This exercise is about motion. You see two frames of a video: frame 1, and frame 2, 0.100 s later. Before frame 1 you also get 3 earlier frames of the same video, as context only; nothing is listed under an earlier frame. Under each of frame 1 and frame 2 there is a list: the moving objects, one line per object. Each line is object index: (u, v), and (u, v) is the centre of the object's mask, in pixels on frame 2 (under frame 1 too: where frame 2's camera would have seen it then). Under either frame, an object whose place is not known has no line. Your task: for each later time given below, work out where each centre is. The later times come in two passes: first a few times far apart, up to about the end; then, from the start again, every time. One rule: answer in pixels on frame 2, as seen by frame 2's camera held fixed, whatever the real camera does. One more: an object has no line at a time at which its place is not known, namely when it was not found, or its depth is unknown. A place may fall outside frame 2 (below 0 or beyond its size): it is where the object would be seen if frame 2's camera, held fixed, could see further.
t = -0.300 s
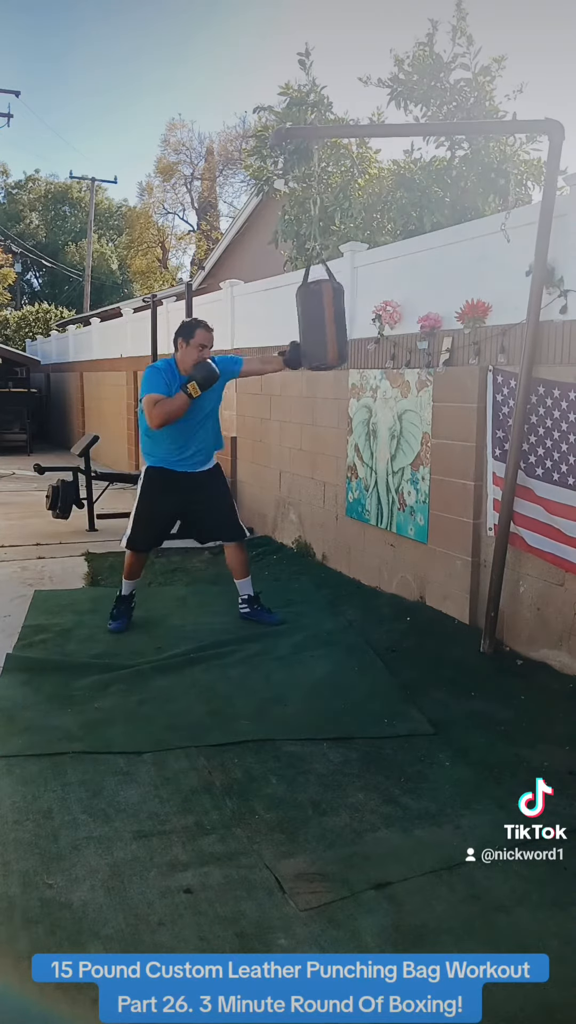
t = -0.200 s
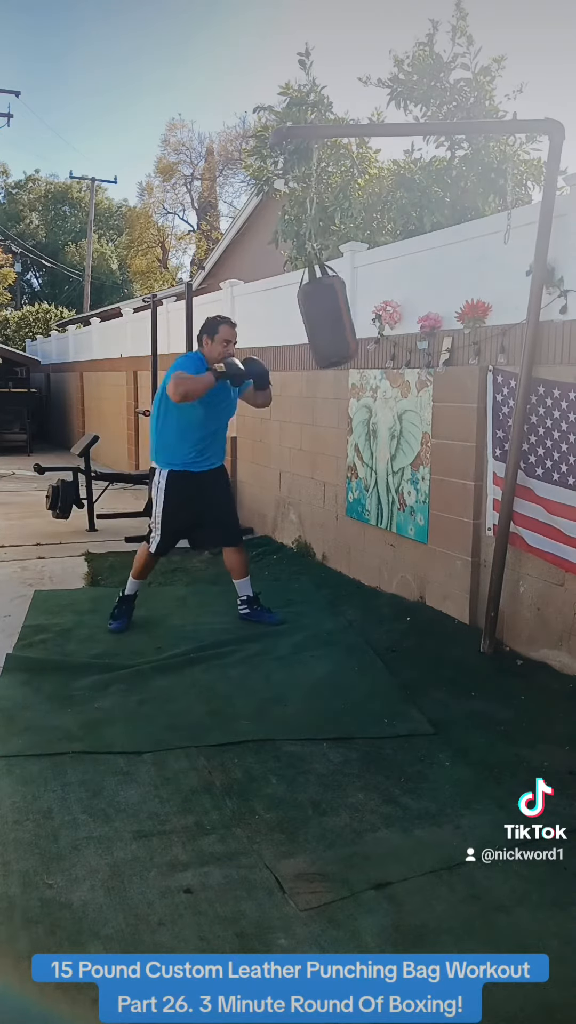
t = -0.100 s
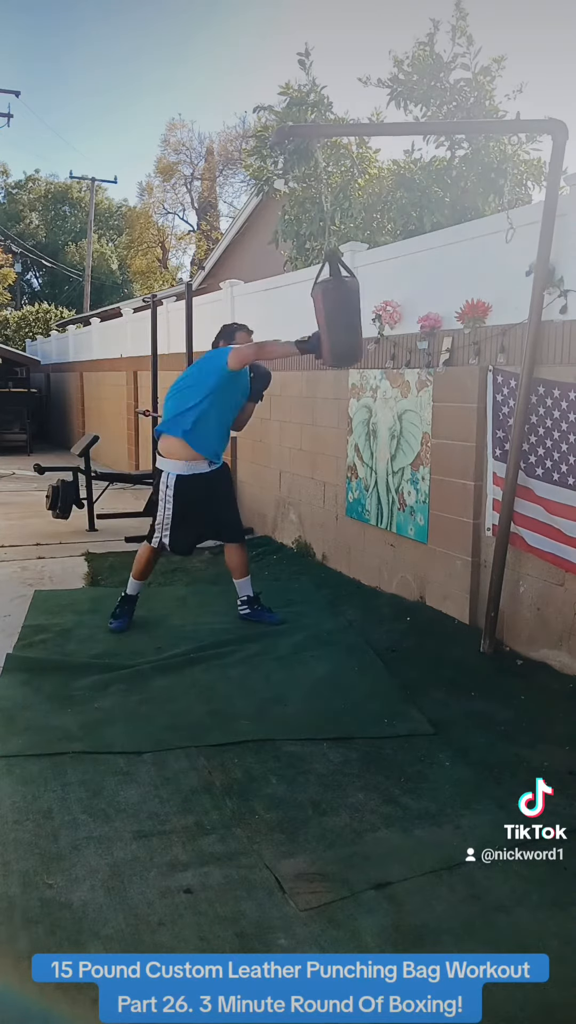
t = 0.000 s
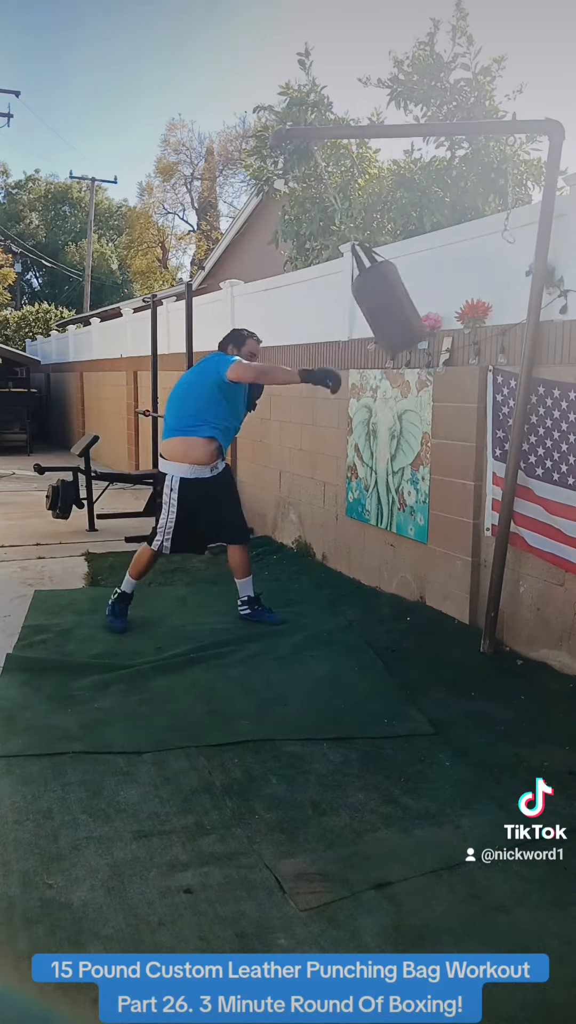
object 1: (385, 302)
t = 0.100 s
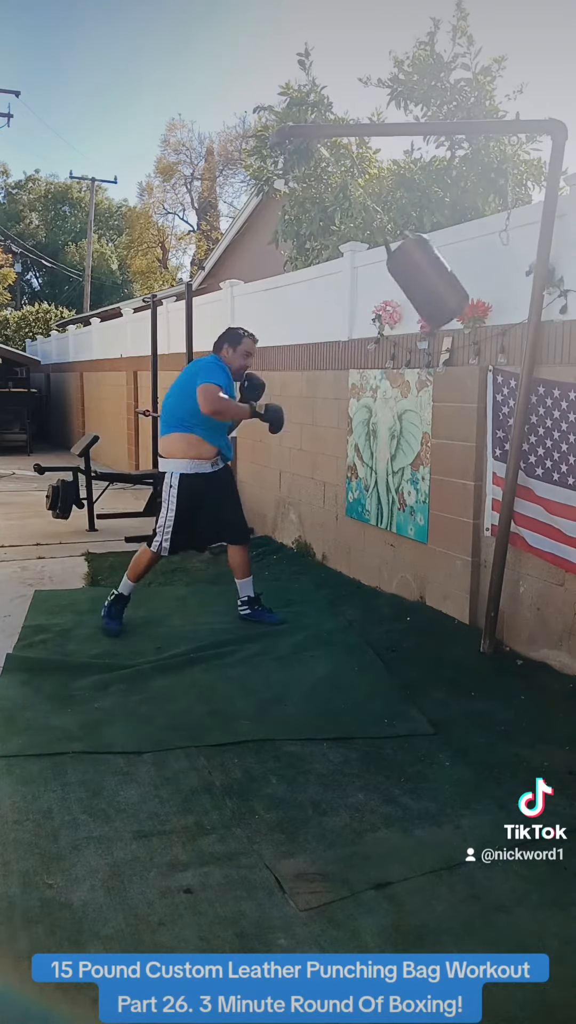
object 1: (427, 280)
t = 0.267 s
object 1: (458, 243)
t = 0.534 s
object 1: (449, 259)
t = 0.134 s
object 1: (436, 272)
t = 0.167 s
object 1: (445, 264)
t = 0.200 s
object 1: (451, 257)
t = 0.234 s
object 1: (452, 247)
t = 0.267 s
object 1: (458, 243)
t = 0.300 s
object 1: (461, 240)
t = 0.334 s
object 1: (462, 238)
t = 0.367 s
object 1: (460, 237)
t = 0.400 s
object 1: (460, 239)
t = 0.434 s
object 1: (459, 243)
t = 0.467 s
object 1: (457, 248)
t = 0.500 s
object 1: (454, 253)
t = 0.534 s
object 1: (449, 259)
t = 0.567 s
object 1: (441, 264)
